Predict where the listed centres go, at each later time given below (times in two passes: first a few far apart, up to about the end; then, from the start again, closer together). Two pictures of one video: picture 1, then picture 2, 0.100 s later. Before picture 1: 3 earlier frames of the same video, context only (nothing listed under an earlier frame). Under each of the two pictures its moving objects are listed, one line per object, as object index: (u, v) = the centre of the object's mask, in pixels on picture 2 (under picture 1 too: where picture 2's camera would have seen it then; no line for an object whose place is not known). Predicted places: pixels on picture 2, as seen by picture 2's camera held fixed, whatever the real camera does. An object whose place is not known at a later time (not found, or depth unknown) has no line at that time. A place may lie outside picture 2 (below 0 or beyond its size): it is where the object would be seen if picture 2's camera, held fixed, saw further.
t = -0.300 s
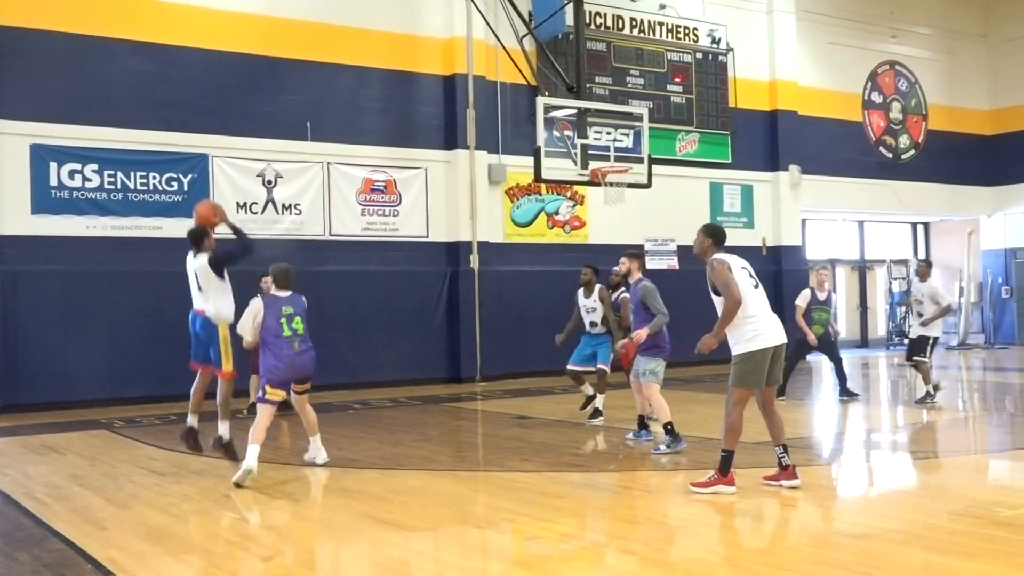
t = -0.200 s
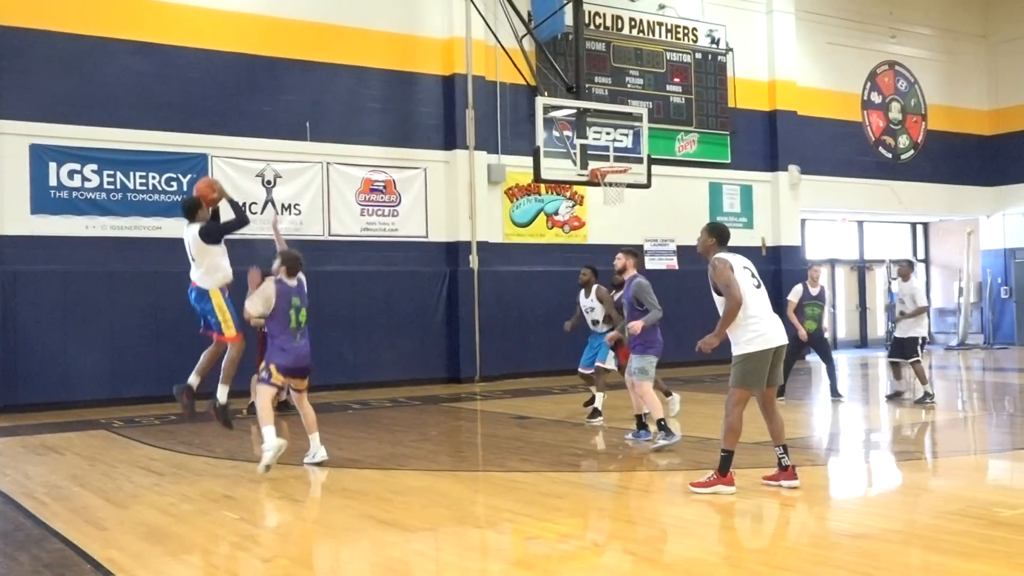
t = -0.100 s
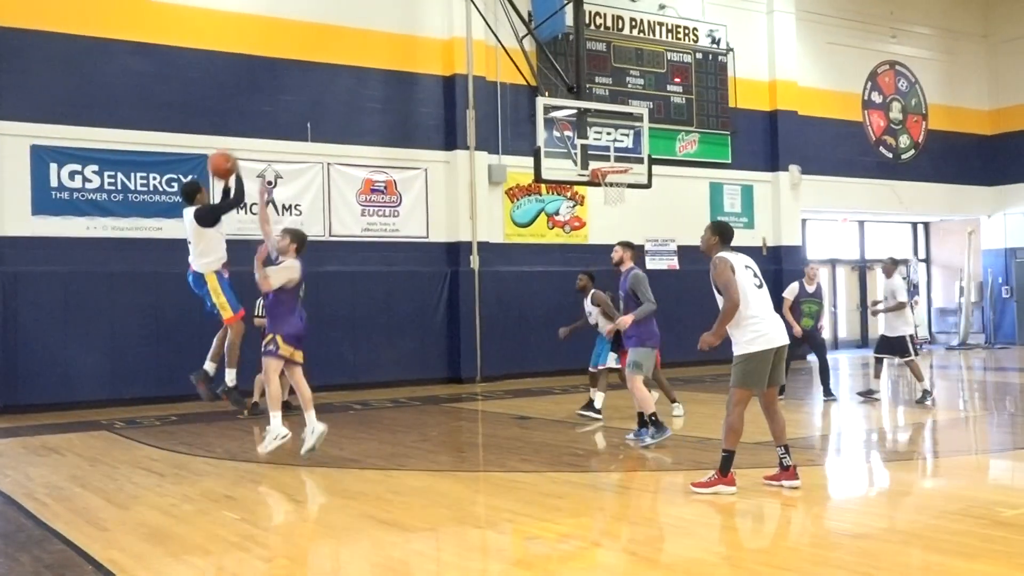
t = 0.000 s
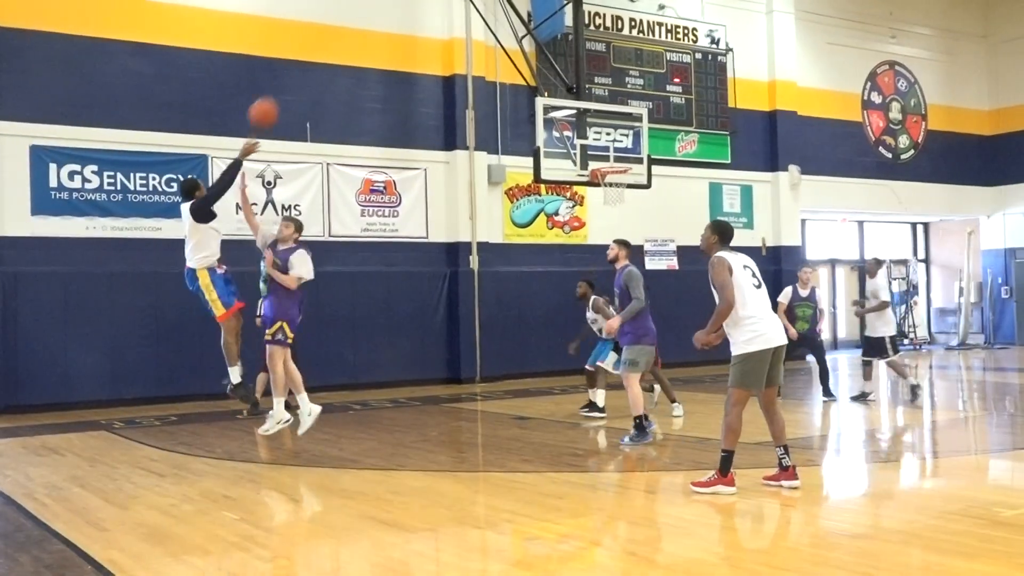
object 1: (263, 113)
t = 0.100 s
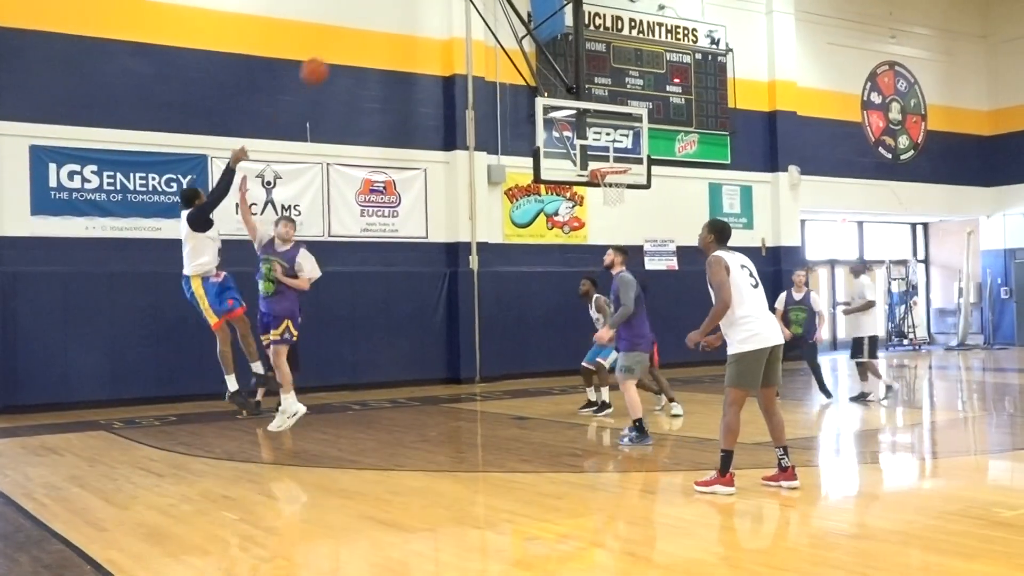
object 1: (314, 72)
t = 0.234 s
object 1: (375, 35)
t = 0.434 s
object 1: (453, 21)
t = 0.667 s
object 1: (528, 49)
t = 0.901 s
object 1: (592, 114)
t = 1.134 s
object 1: (612, 156)
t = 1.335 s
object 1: (607, 132)
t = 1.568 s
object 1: (611, 137)
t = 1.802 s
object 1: (618, 188)
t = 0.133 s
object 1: (330, 60)
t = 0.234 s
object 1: (375, 35)
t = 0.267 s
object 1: (389, 30)
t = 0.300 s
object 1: (403, 25)
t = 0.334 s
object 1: (416, 23)
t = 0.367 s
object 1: (428, 21)
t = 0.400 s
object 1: (441, 20)
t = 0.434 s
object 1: (453, 21)
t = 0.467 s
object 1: (464, 22)
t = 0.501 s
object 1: (476, 25)
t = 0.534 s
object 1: (487, 28)
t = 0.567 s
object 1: (497, 32)
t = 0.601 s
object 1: (508, 37)
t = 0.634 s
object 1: (519, 43)
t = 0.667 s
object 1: (528, 49)
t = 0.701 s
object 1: (538, 56)
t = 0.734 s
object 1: (548, 64)
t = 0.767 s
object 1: (557, 73)
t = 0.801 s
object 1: (567, 82)
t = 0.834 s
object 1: (576, 91)
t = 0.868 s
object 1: (584, 103)
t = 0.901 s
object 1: (592, 114)
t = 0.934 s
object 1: (601, 125)
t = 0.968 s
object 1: (609, 137)
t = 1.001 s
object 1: (618, 151)
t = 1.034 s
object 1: (622, 161)
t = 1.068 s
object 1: (621, 162)
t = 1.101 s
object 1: (618, 160)
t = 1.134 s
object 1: (612, 156)
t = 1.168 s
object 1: (606, 152)
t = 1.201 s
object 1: (604, 148)
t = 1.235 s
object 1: (605, 141)
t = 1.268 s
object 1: (606, 137)
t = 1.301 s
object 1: (606, 134)
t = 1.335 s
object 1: (607, 132)
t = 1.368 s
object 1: (608, 130)
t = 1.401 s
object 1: (608, 130)
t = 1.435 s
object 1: (608, 130)
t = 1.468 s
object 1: (609, 130)
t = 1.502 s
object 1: (610, 131)
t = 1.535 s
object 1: (610, 134)
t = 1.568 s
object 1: (611, 137)
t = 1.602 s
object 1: (612, 141)
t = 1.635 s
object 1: (613, 147)
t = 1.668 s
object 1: (615, 152)
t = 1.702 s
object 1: (616, 160)
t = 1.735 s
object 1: (617, 168)
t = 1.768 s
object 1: (617, 177)
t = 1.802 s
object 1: (618, 188)
